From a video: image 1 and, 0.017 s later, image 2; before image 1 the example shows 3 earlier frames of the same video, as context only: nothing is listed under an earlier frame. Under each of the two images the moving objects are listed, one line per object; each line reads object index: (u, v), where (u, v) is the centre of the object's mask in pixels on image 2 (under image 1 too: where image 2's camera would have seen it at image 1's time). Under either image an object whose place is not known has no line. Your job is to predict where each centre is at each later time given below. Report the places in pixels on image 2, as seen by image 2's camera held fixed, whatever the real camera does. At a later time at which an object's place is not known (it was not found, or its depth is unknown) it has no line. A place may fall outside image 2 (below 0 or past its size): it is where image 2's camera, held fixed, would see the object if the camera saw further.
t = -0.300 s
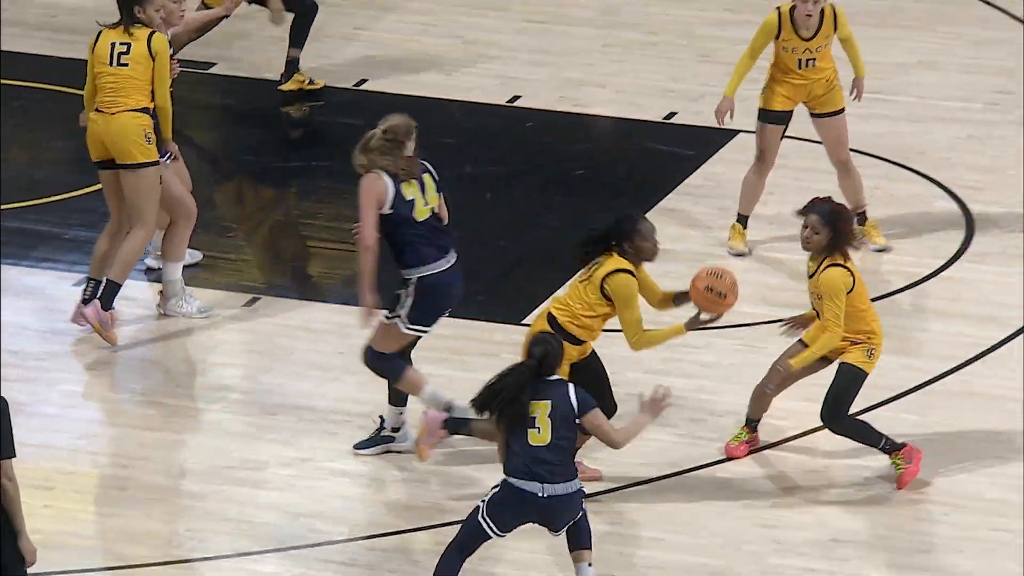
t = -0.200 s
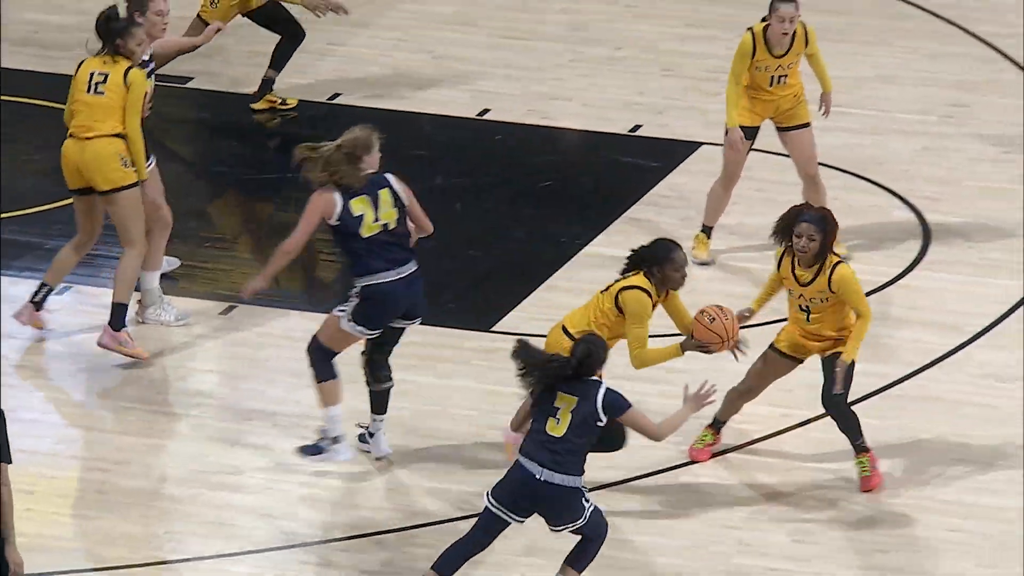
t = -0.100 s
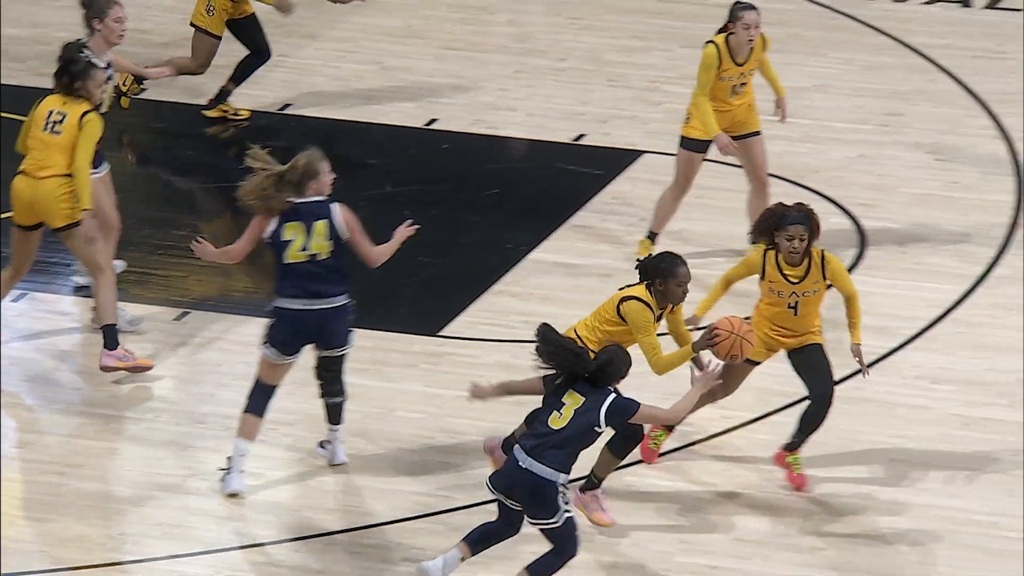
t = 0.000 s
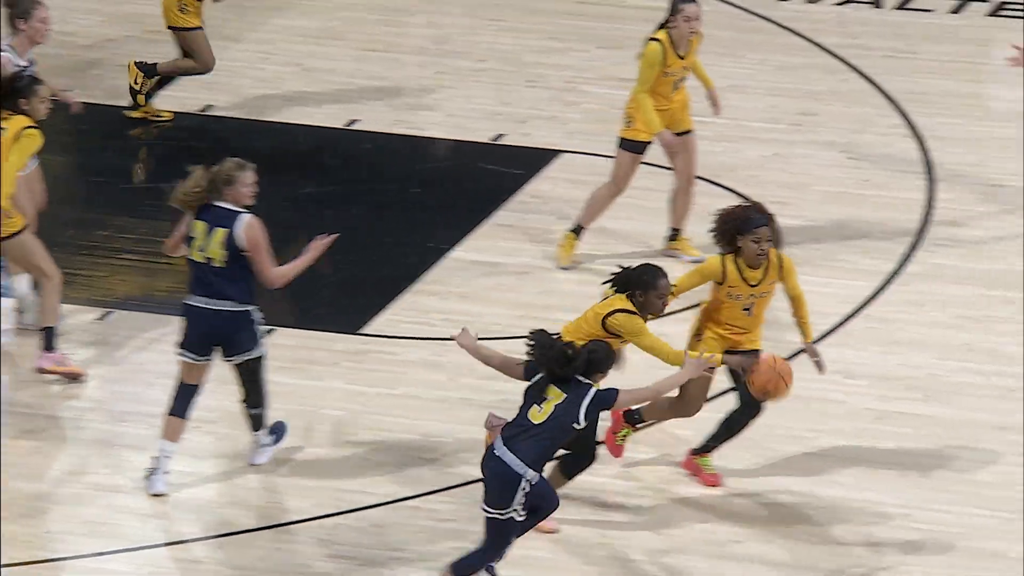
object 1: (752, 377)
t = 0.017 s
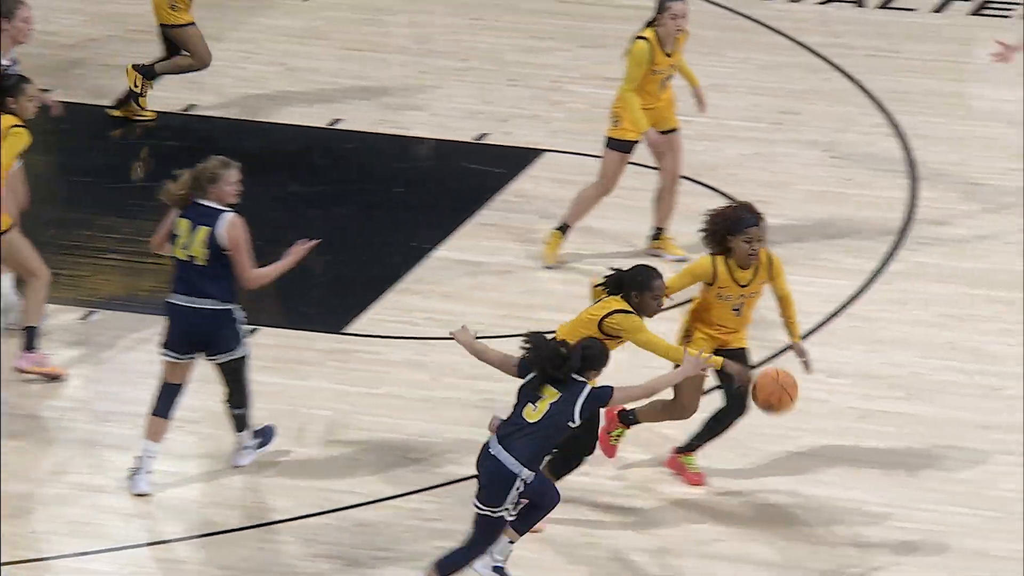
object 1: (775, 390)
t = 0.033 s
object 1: (798, 405)
